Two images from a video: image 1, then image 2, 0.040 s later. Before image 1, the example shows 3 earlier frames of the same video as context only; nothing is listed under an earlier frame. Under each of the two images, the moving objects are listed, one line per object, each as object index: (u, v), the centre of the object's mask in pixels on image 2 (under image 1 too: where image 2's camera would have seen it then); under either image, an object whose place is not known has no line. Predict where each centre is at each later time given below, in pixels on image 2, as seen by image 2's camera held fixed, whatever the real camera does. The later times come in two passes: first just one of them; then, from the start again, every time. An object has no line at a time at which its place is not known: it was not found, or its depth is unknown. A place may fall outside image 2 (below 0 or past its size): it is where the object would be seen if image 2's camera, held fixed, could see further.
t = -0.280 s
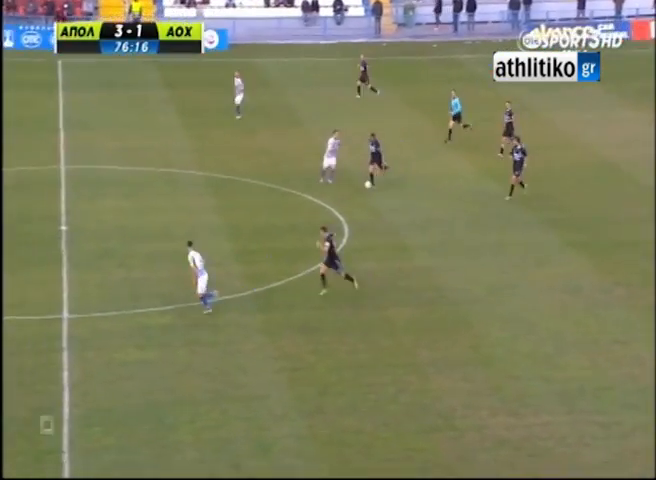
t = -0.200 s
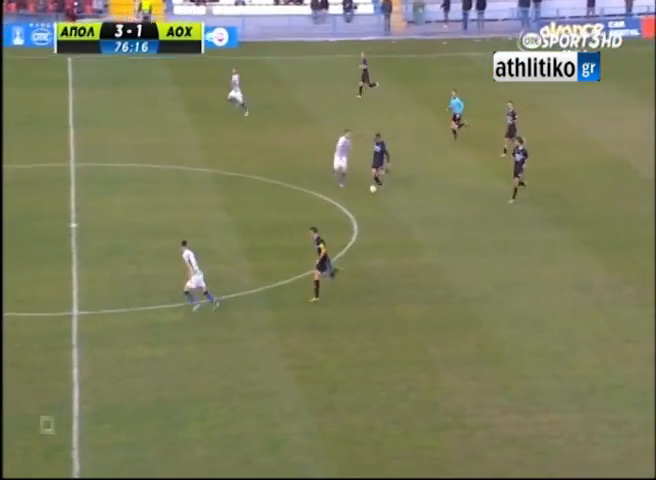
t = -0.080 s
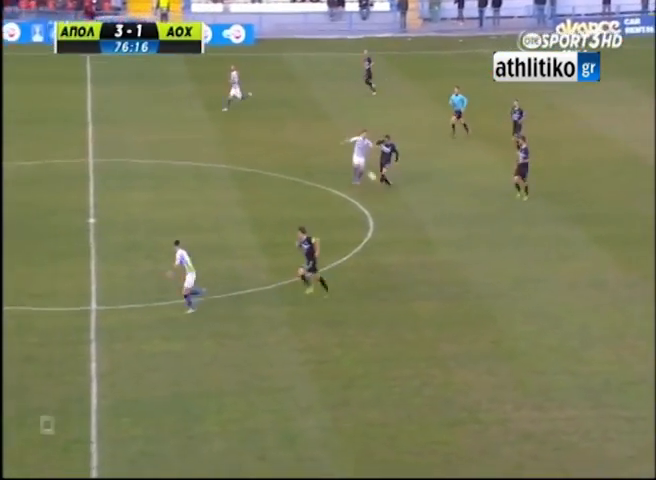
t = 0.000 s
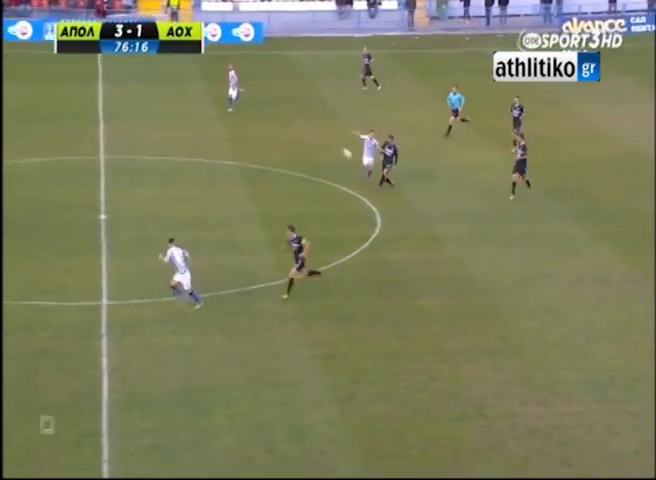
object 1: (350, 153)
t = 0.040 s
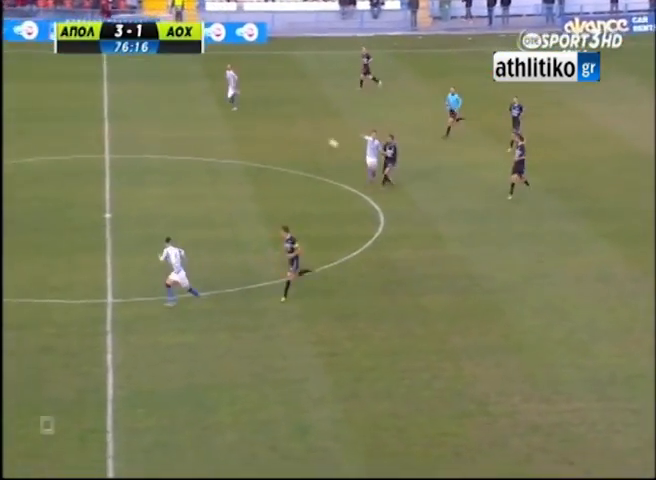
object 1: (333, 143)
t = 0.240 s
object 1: (251, 103)
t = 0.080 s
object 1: (317, 134)
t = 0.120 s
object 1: (301, 126)
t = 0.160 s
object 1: (284, 118)
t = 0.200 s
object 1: (268, 111)
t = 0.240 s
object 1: (251, 103)
